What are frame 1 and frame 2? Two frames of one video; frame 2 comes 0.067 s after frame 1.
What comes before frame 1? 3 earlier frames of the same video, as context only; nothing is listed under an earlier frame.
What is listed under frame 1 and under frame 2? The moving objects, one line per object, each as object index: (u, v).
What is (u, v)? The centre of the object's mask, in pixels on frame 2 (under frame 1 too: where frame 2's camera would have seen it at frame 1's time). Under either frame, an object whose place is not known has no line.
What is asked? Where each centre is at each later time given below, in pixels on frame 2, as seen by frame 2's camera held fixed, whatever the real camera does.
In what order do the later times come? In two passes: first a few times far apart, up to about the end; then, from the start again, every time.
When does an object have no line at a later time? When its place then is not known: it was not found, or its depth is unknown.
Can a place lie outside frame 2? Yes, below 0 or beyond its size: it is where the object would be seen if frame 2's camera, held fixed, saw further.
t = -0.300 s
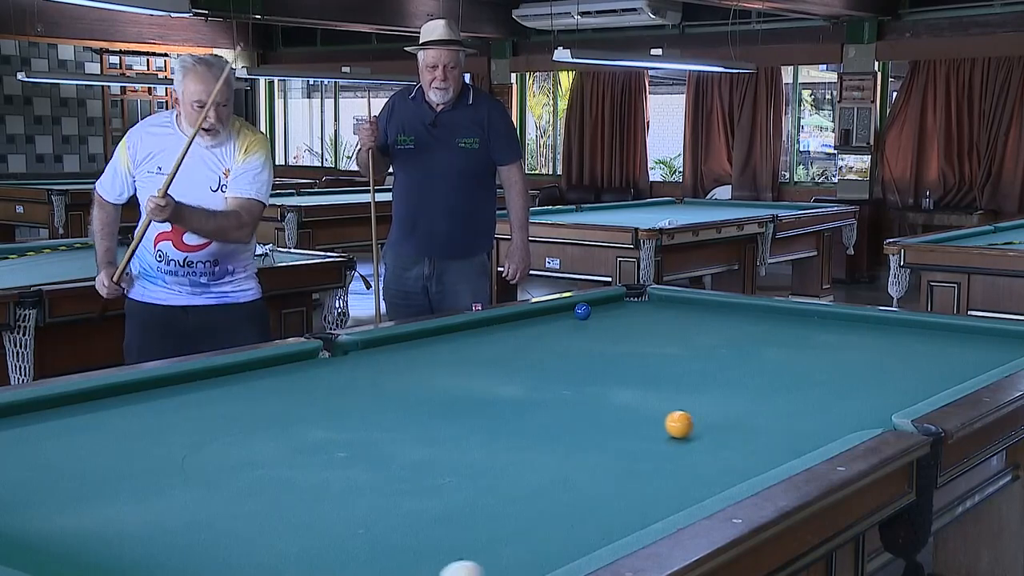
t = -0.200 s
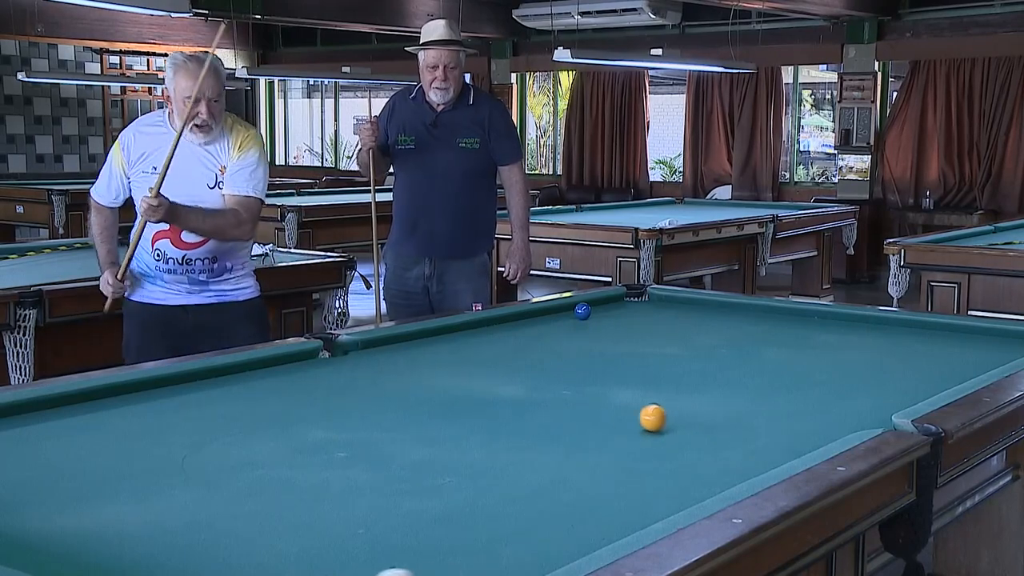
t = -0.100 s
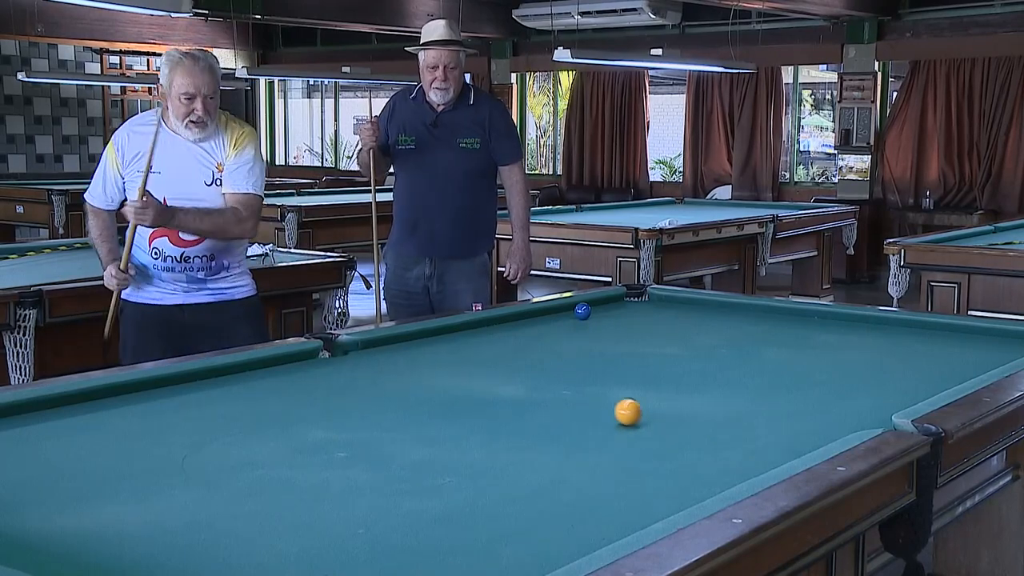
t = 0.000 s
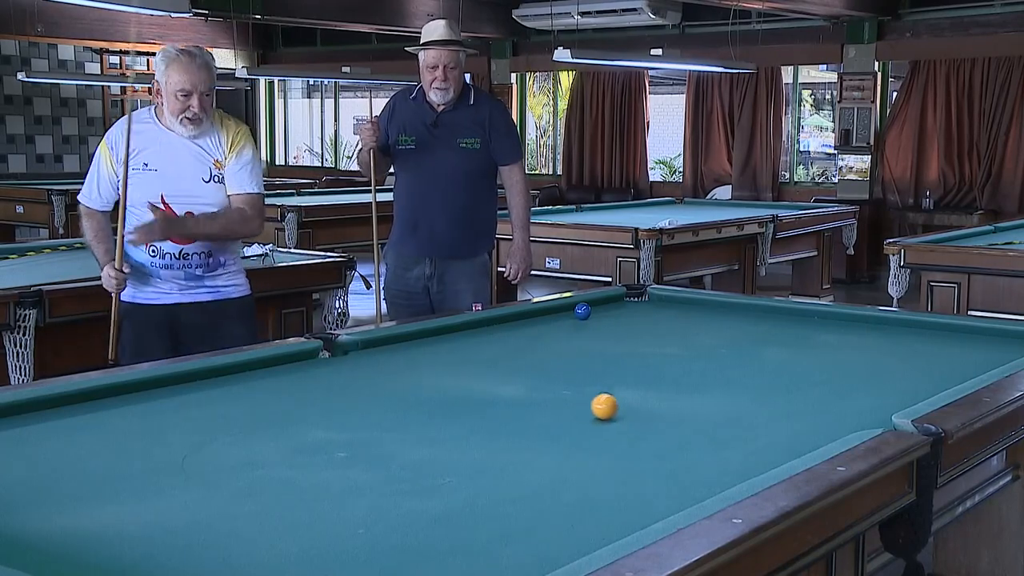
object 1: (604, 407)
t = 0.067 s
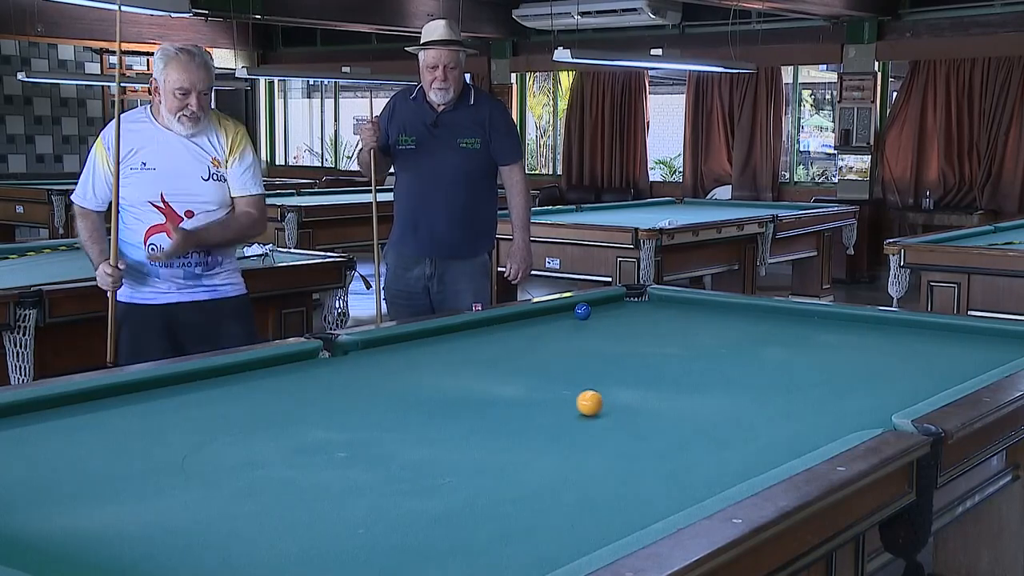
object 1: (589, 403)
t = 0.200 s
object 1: (560, 396)
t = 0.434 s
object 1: (515, 385)
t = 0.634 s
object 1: (480, 377)
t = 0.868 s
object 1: (443, 369)
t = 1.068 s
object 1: (415, 362)
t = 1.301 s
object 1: (385, 355)
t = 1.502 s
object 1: (362, 350)
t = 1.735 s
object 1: (337, 348)
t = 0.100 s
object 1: (582, 401)
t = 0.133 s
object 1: (575, 400)
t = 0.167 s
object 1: (568, 398)
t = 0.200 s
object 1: (560, 396)
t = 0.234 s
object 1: (554, 395)
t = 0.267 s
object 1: (547, 393)
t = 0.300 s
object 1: (540, 391)
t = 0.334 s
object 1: (534, 390)
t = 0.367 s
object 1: (527, 388)
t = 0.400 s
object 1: (521, 387)
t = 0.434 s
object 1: (515, 385)
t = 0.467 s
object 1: (509, 384)
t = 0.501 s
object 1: (503, 383)
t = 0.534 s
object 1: (497, 381)
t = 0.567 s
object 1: (491, 380)
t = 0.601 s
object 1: (485, 379)
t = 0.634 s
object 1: (480, 377)
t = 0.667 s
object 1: (474, 376)
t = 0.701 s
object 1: (469, 375)
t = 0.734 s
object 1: (464, 374)
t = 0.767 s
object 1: (459, 372)
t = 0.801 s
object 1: (453, 371)
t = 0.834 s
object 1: (448, 370)
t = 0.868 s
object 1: (443, 369)
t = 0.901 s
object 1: (438, 368)
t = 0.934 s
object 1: (434, 367)
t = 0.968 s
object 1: (429, 366)
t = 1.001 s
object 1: (424, 364)
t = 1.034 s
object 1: (419, 363)
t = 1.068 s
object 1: (415, 362)
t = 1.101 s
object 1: (410, 361)
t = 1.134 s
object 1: (406, 360)
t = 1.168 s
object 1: (401, 359)
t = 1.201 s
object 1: (397, 358)
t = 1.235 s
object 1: (393, 357)
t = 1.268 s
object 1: (389, 356)
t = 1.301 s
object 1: (385, 355)
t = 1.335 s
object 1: (381, 354)
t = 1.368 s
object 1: (377, 354)
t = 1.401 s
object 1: (373, 353)
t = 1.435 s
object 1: (369, 352)
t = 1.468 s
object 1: (365, 351)
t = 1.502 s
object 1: (362, 350)
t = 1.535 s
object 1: (358, 349)
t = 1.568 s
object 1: (354, 348)
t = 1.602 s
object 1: (351, 348)
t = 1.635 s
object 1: (347, 346)
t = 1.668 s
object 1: (344, 346)
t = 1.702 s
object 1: (341, 346)
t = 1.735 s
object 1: (337, 348)
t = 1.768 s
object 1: (334, 351)
